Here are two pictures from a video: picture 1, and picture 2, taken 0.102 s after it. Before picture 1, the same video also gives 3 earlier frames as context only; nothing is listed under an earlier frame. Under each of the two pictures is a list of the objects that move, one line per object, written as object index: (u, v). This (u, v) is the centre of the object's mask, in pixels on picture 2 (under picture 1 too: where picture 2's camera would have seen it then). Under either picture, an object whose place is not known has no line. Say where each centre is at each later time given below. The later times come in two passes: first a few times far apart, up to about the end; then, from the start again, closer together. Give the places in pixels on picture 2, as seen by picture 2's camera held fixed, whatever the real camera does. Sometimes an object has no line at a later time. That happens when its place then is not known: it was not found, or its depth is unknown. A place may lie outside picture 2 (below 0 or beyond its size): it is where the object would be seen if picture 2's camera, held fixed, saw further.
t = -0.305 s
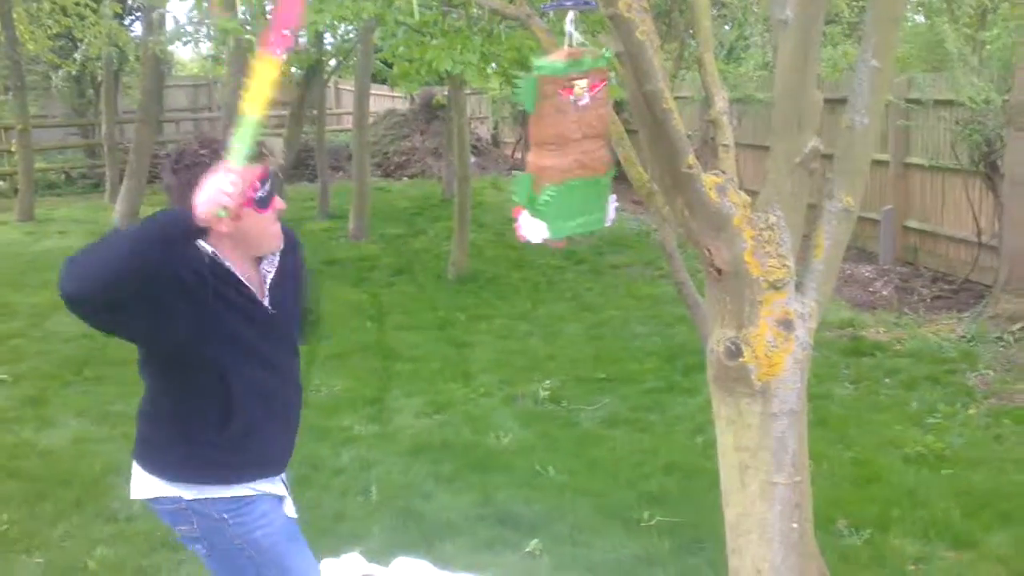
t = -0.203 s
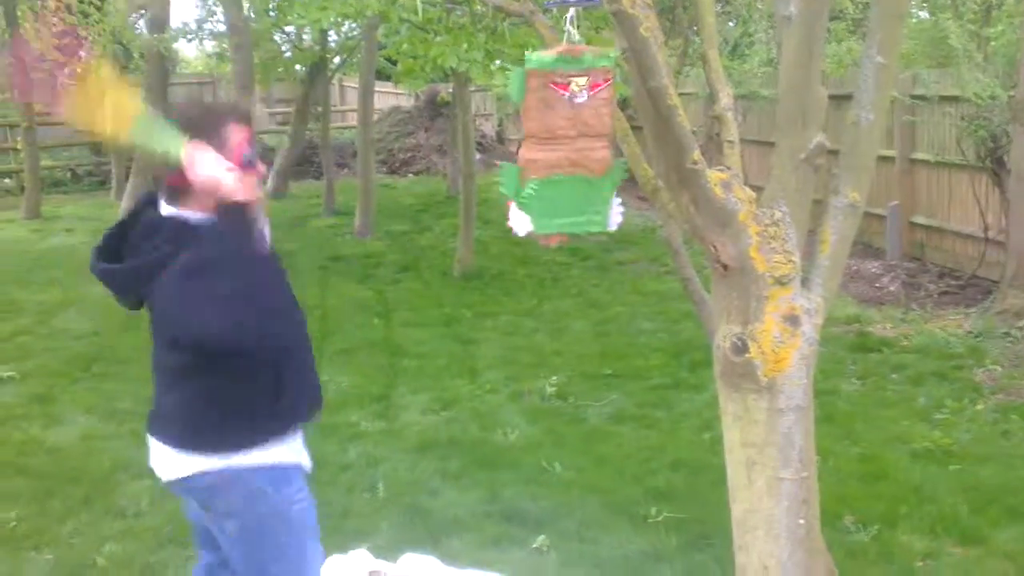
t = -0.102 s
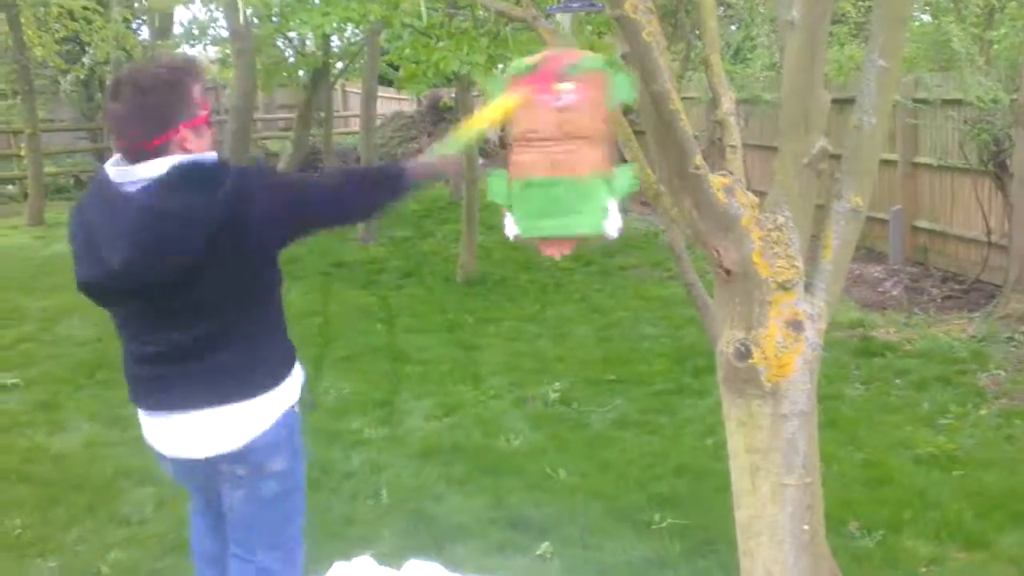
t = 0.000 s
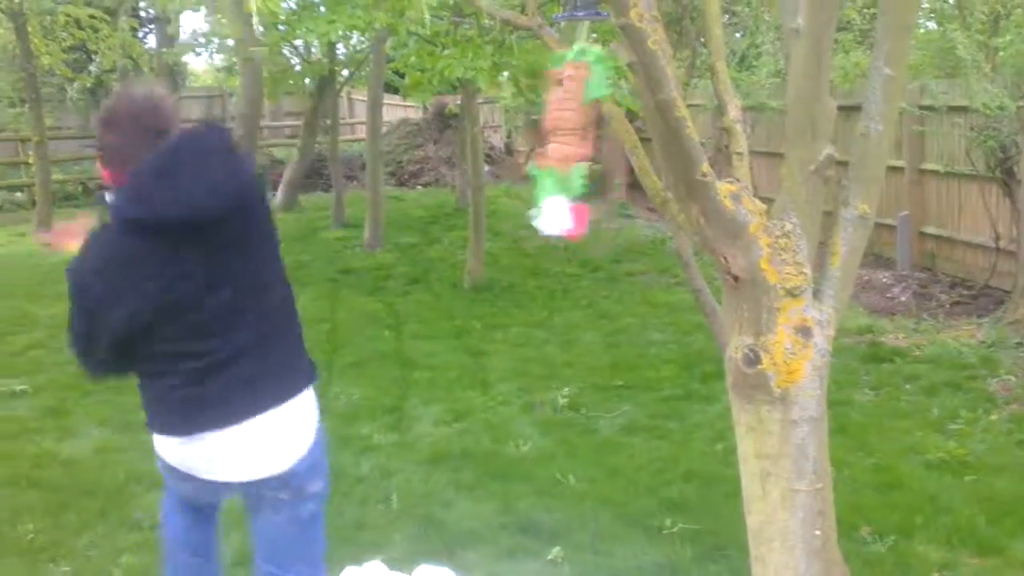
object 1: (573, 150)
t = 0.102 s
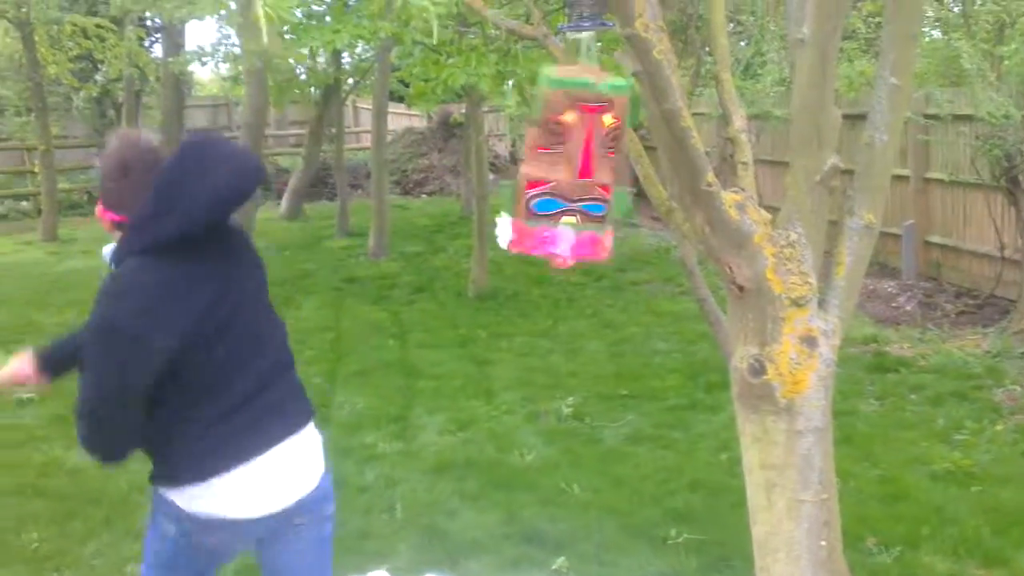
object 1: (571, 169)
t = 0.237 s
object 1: (578, 172)
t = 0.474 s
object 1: (603, 170)
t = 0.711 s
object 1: (618, 171)
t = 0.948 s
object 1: (628, 173)
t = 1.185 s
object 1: (612, 175)
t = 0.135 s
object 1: (564, 172)
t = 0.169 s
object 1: (565, 171)
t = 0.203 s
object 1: (575, 170)
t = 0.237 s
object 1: (578, 172)
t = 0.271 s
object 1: (573, 174)
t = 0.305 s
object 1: (578, 177)
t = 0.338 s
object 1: (582, 175)
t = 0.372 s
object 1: (584, 173)
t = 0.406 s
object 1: (590, 169)
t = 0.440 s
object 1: (599, 168)
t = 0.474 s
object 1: (603, 170)
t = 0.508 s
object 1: (602, 168)
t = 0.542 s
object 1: (602, 172)
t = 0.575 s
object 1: (606, 180)
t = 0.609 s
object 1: (610, 176)
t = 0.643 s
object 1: (612, 174)
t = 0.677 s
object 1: (609, 175)
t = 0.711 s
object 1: (618, 171)
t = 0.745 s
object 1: (626, 166)
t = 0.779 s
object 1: (623, 167)
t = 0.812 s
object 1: (622, 168)
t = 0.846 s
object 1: (627, 173)
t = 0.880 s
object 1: (626, 171)
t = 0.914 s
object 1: (626, 173)
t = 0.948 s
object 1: (628, 173)
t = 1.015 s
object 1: (629, 164)
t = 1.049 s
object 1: (620, 167)
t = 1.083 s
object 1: (626, 164)
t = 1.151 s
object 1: (618, 175)
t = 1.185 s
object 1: (612, 175)
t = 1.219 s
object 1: (611, 175)
